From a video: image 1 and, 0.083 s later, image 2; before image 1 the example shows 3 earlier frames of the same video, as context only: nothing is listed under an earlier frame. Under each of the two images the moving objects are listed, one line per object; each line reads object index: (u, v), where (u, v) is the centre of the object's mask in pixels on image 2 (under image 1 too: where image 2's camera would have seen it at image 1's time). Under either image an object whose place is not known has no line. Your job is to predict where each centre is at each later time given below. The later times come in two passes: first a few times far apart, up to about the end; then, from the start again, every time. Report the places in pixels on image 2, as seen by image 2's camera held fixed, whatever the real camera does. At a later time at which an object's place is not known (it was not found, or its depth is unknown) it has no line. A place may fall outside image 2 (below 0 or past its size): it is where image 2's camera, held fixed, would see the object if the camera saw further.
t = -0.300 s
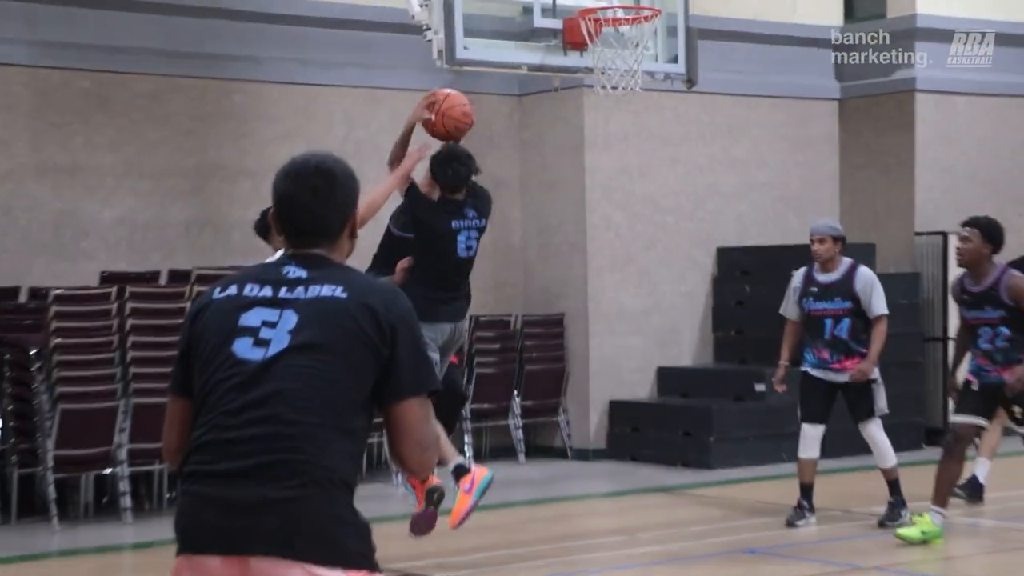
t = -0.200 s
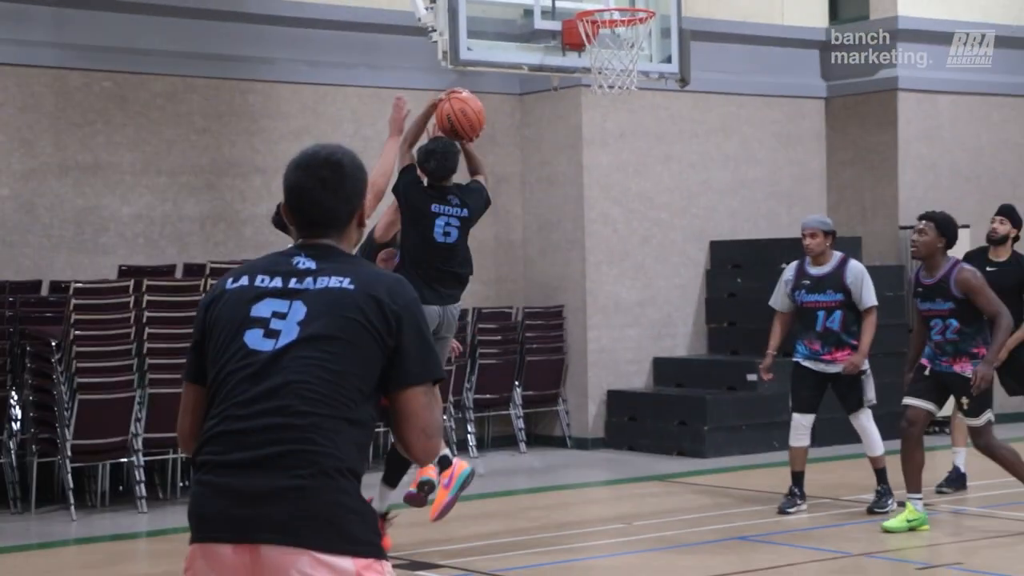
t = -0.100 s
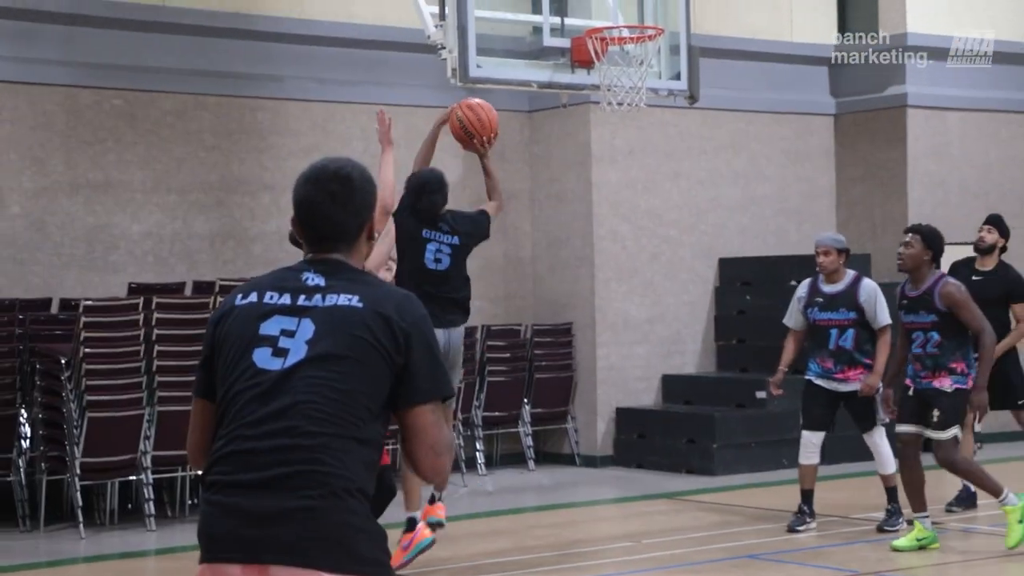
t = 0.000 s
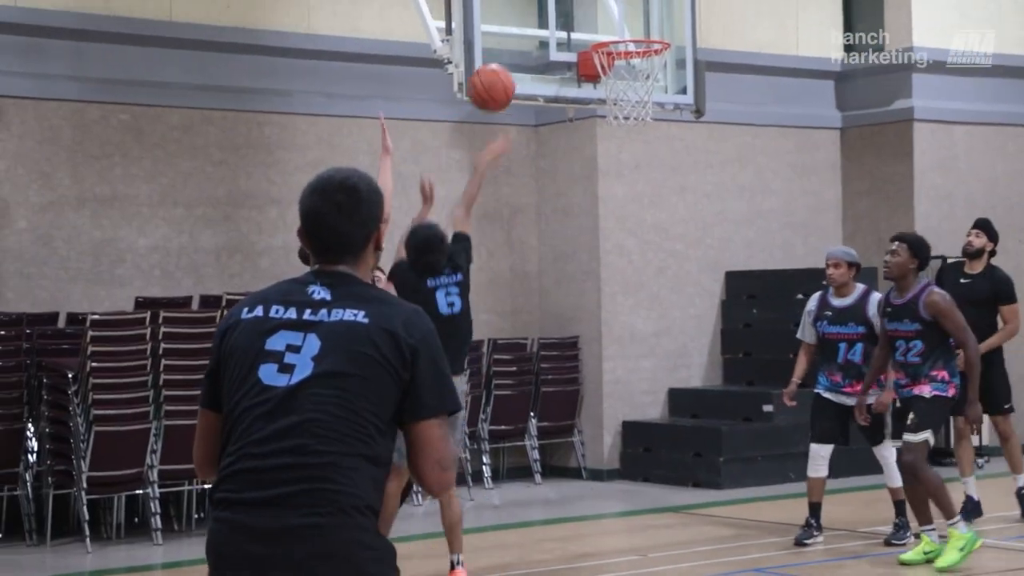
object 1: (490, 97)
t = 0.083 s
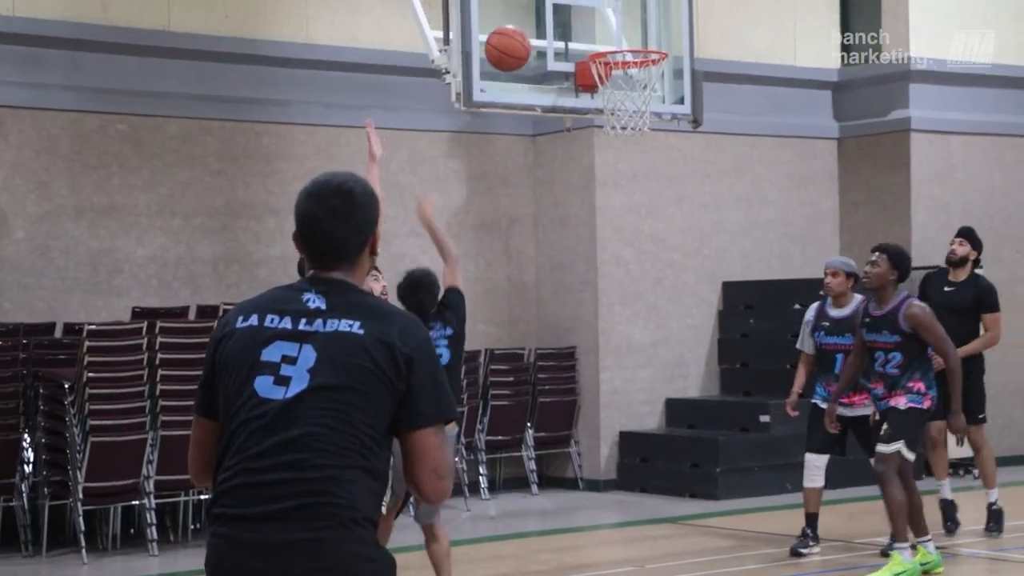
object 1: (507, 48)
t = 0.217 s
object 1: (536, 0)
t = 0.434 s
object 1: (580, -6)
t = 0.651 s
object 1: (621, 66)
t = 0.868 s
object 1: (659, 122)
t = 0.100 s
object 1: (511, 41)
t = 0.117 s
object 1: (514, 33)
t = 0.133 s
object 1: (518, 26)
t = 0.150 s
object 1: (522, 20)
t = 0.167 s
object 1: (525, 14)
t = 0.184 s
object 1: (529, 9)
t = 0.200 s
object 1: (532, 4)
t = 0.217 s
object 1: (536, 0)
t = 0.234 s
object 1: (540, -3)
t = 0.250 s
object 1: (543, -6)
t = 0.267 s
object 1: (547, -9)
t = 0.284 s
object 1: (551, -11)
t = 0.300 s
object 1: (554, -12)
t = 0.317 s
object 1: (557, -13)
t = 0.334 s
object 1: (561, -14)
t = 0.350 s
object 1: (563, -13)
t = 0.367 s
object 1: (567, -13)
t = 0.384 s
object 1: (570, -12)
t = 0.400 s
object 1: (573, -10)
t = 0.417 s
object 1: (577, -8)
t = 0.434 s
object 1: (580, -6)
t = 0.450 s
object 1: (583, -3)
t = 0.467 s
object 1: (586, 1)
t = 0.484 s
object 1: (590, 5)
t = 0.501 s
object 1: (593, 9)
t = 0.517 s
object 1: (596, 13)
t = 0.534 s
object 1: (599, 19)
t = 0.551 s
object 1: (602, 24)
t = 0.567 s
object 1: (605, 30)
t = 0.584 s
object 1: (607, 35)
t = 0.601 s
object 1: (610, 38)
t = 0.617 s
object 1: (616, 48)
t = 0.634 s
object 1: (617, 59)
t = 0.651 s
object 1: (621, 66)
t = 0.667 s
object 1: (625, 73)
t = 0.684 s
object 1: (631, 76)
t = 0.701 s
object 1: (635, 80)
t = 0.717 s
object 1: (639, 86)
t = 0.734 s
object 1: (644, 92)
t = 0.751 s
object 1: (649, 98)
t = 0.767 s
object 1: (652, 103)
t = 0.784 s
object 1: (653, 104)
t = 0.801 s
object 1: (654, 107)
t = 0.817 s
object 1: (656, 110)
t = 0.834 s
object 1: (657, 114)
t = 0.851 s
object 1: (658, 117)
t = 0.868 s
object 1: (659, 122)
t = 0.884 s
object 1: (661, 126)
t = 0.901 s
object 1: (662, 131)
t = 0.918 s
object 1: (663, 136)
